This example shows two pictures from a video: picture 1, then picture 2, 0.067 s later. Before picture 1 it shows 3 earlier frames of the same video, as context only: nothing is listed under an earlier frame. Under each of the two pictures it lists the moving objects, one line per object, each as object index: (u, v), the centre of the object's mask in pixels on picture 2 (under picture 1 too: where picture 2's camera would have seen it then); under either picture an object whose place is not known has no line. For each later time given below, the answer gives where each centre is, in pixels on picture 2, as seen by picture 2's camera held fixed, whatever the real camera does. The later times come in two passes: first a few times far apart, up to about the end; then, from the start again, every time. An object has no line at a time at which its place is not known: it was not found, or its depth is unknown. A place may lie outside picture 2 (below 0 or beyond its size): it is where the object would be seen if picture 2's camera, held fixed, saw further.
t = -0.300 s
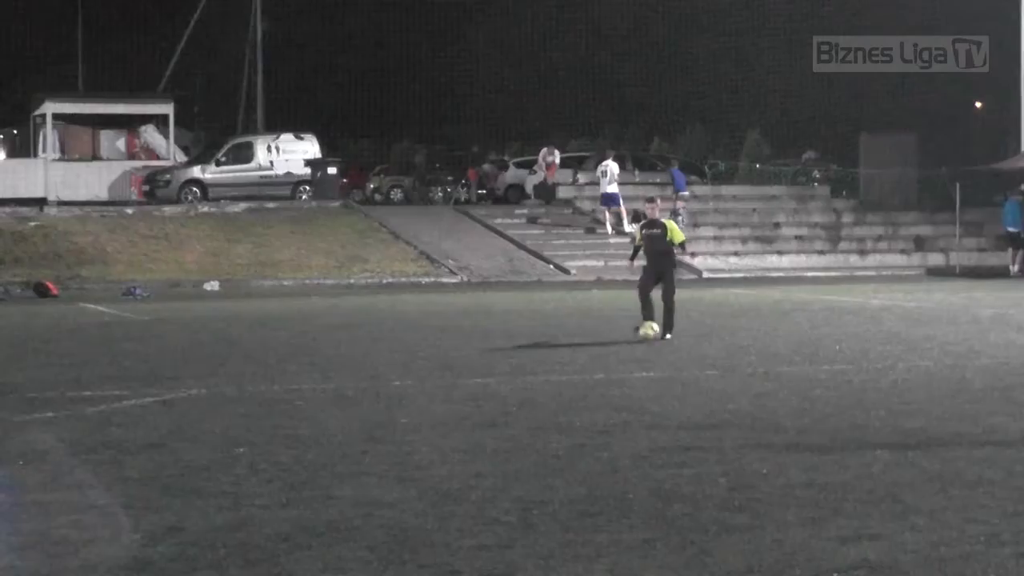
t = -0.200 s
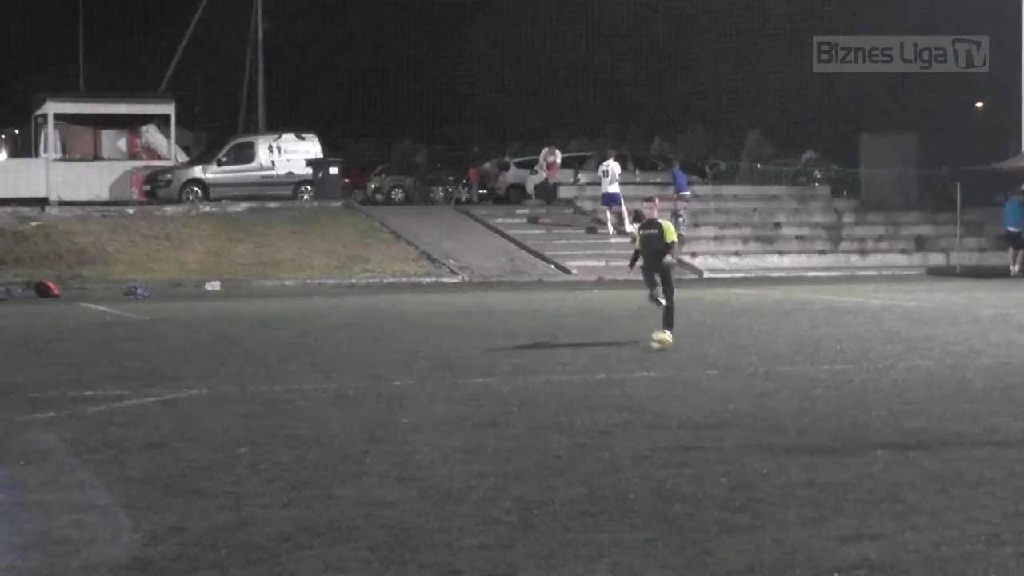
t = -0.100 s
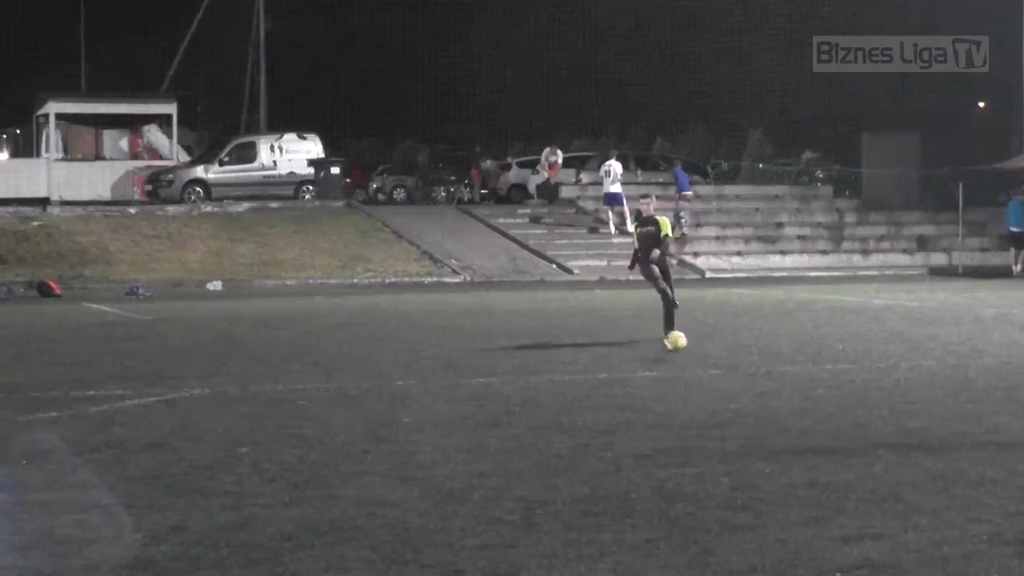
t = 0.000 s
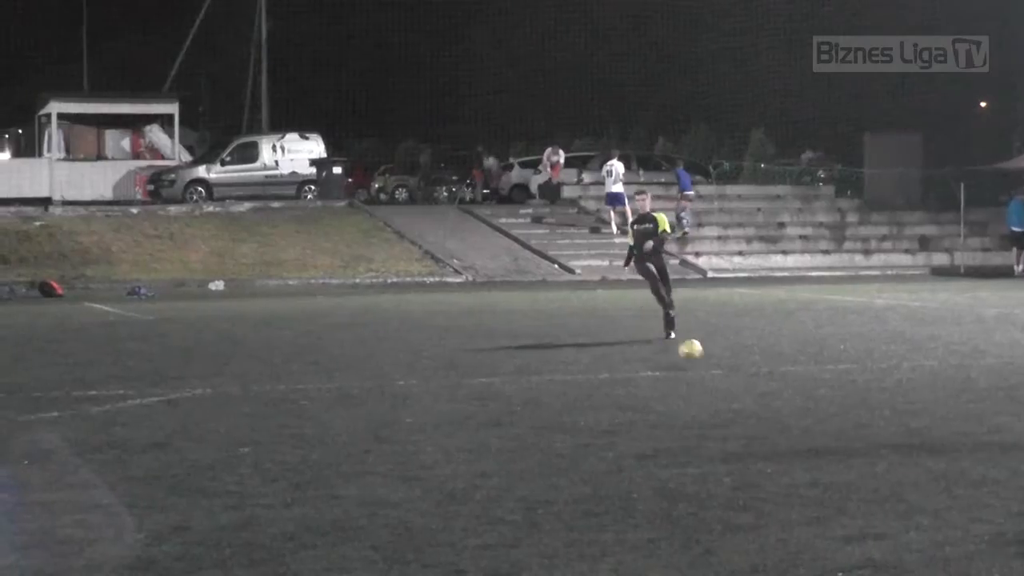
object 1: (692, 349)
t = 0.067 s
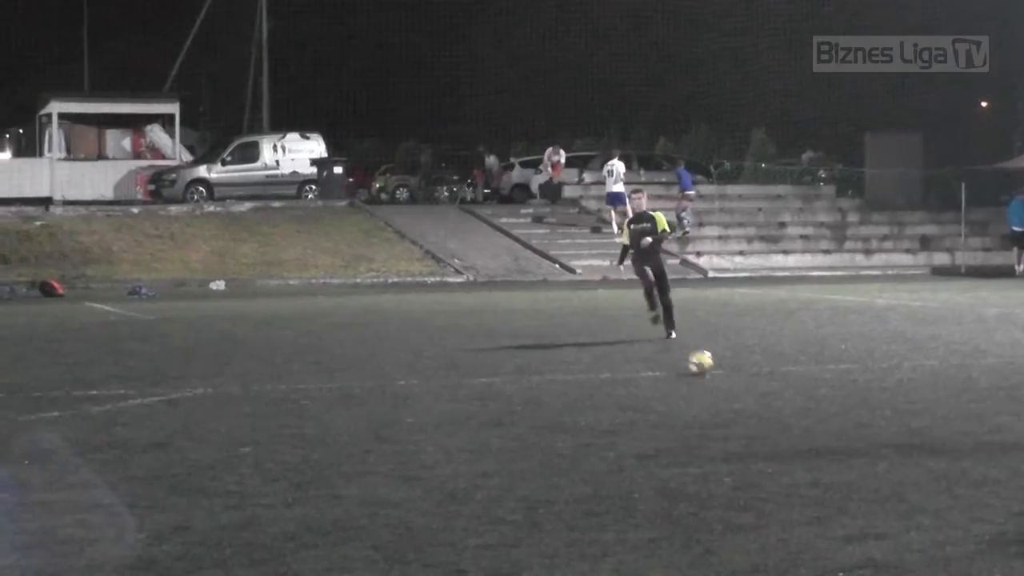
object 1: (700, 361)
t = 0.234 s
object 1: (724, 365)
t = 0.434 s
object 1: (758, 383)
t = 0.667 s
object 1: (804, 403)
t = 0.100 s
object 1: (706, 359)
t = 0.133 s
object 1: (709, 359)
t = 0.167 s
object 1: (715, 359)
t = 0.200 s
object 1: (721, 362)
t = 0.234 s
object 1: (724, 365)
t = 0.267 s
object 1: (730, 371)
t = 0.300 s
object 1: (738, 379)
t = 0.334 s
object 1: (740, 384)
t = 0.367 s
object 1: (747, 382)
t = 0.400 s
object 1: (754, 383)
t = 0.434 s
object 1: (758, 383)
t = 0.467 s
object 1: (764, 386)
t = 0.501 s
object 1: (772, 389)
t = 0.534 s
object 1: (776, 393)
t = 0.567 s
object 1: (784, 403)
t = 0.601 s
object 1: (791, 407)
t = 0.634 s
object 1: (796, 405)
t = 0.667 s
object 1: (804, 403)
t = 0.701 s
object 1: (812, 403)
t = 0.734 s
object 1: (816, 404)
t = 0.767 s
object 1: (825, 409)
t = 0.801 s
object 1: (834, 416)
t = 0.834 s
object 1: (839, 420)
